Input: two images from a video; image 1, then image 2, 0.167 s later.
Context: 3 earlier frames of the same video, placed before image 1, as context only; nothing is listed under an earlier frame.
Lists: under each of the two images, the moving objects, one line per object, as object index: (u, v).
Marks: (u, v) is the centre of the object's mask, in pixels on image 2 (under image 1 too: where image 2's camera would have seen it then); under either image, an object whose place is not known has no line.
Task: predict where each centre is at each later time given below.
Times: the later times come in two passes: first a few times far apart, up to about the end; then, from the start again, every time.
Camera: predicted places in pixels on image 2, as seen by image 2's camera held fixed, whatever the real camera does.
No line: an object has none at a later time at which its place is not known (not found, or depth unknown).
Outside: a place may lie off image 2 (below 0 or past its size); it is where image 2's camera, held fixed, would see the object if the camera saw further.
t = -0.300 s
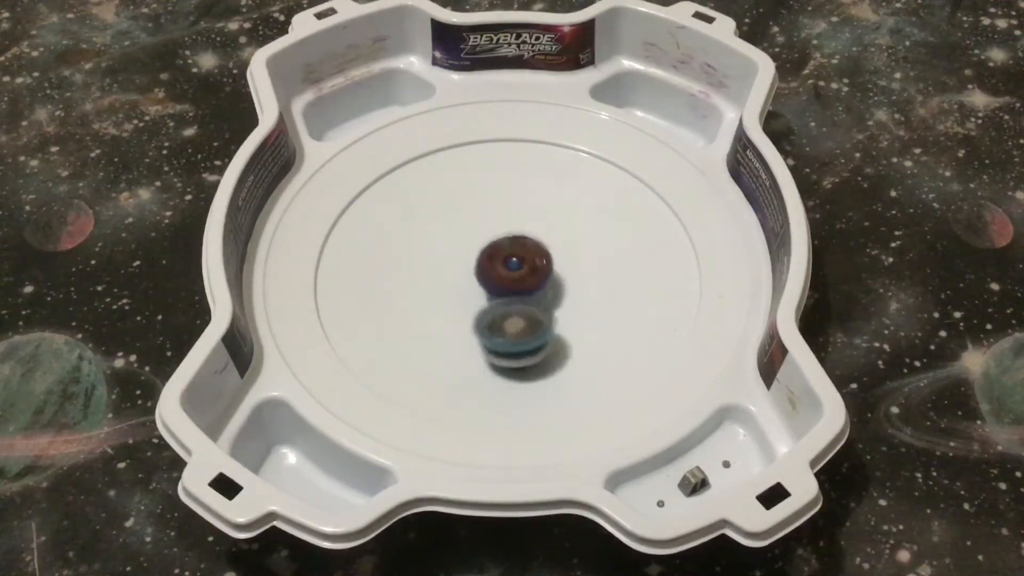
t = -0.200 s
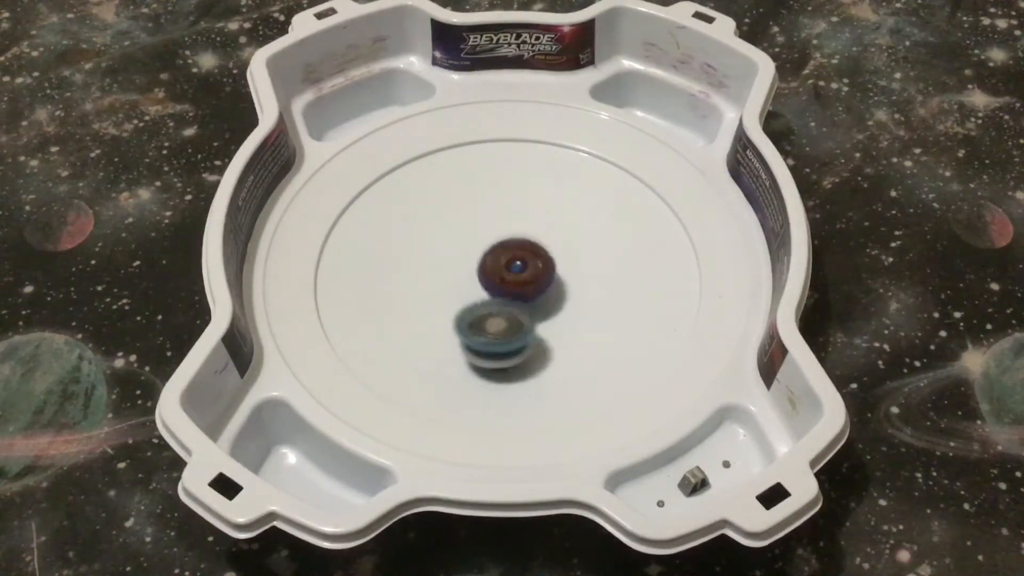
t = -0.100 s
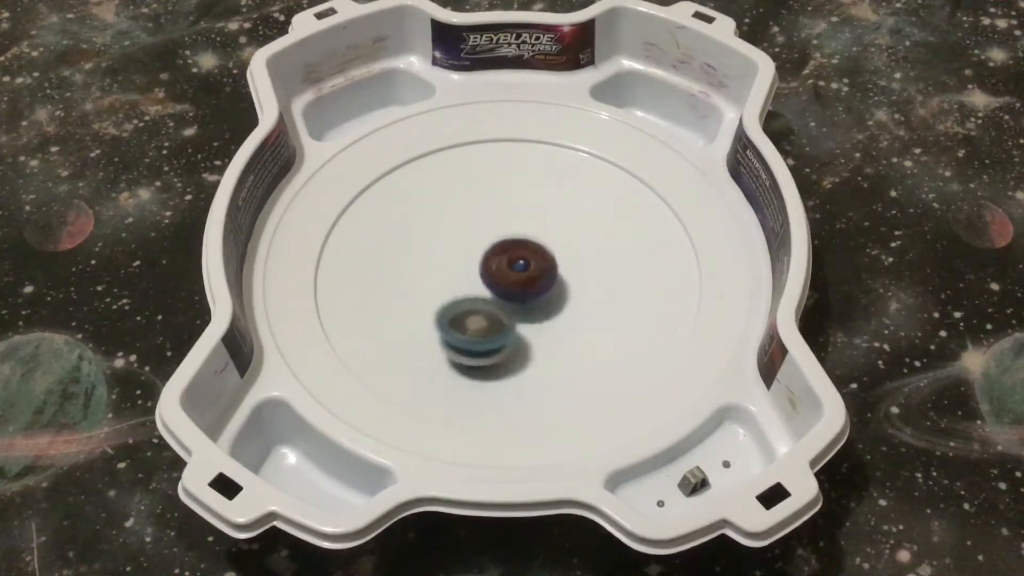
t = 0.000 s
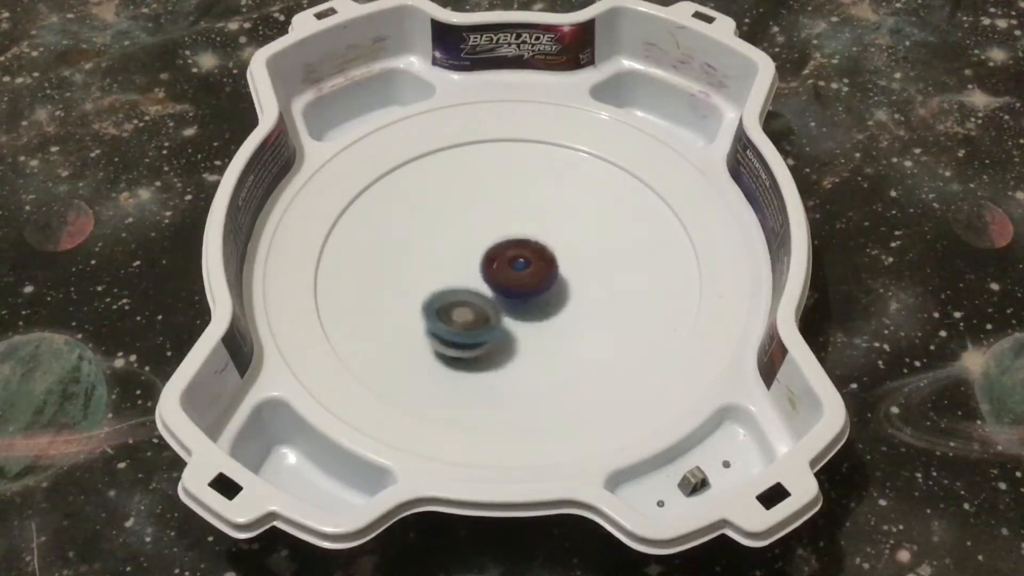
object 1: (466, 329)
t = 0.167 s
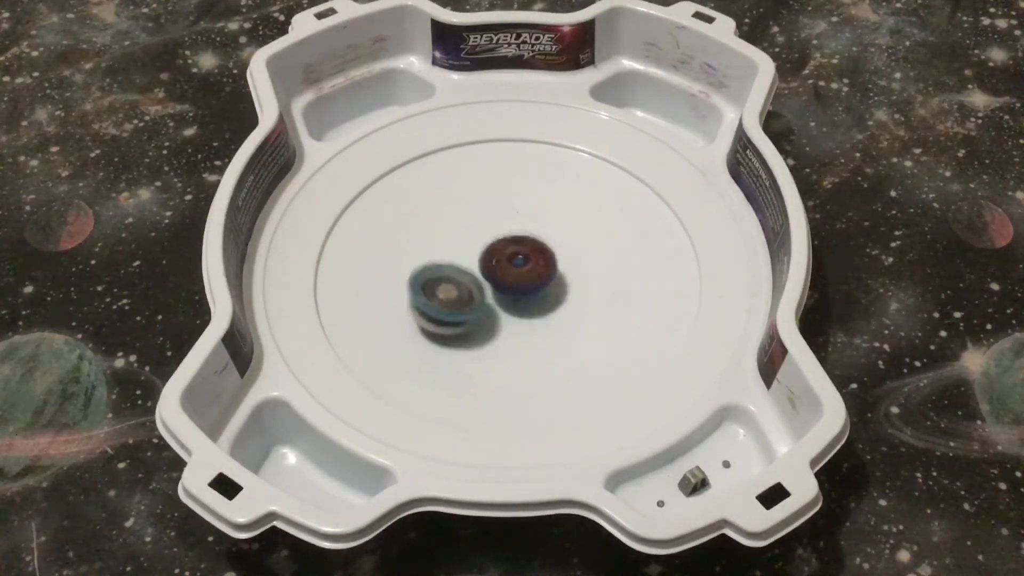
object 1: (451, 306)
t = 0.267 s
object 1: (441, 288)
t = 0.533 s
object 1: (443, 243)
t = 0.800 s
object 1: (471, 208)
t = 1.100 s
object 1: (527, 210)
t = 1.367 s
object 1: (576, 242)
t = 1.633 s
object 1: (593, 279)
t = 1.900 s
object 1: (564, 311)
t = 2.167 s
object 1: (512, 328)
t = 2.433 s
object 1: (464, 308)
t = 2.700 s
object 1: (415, 272)
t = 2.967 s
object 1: (438, 244)
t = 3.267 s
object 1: (509, 209)
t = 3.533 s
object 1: (553, 198)
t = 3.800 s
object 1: (573, 247)
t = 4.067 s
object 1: (568, 300)
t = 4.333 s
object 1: (522, 332)
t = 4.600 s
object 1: (484, 339)
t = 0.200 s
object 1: (448, 300)
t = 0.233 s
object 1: (444, 294)
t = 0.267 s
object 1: (441, 288)
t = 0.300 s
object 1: (439, 282)
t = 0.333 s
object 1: (439, 277)
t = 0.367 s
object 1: (438, 271)
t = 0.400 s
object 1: (438, 265)
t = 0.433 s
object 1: (439, 259)
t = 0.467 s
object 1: (440, 254)
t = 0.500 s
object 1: (441, 248)
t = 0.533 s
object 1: (443, 243)
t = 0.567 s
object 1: (445, 238)
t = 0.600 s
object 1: (448, 234)
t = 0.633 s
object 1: (451, 229)
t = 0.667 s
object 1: (454, 223)
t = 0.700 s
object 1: (457, 218)
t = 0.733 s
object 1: (461, 214)
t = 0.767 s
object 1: (465, 211)
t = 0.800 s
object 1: (471, 208)
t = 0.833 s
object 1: (476, 206)
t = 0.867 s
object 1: (481, 205)
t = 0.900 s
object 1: (486, 204)
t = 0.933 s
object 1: (492, 204)
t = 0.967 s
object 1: (499, 204)
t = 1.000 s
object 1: (505, 205)
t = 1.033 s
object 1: (512, 206)
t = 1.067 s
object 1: (516, 205)
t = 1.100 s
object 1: (527, 210)
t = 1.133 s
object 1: (534, 212)
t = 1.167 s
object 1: (541, 216)
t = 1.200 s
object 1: (543, 217)
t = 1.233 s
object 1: (549, 220)
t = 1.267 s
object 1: (556, 225)
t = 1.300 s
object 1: (562, 228)
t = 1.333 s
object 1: (568, 233)
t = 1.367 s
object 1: (576, 242)
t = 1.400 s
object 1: (581, 246)
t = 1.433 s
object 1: (585, 251)
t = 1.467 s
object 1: (588, 256)
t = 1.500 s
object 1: (590, 260)
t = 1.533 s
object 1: (592, 265)
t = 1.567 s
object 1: (593, 269)
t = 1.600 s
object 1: (593, 274)
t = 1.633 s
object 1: (593, 279)
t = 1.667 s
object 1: (592, 284)
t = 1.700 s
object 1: (590, 289)
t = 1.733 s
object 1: (588, 293)
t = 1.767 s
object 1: (584, 298)
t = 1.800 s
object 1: (581, 301)
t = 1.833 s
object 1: (575, 305)
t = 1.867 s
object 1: (570, 308)
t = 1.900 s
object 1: (564, 311)
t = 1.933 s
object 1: (558, 315)
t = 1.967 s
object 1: (552, 319)
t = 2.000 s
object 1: (546, 322)
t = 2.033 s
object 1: (540, 324)
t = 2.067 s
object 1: (533, 326)
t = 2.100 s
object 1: (526, 328)
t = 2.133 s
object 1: (519, 329)
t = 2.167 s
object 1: (512, 328)
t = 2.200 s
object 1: (505, 328)
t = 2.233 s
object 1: (498, 327)
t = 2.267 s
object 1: (492, 325)
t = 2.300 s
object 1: (485, 323)
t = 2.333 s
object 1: (479, 320)
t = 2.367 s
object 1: (474, 316)
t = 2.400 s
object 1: (468, 313)
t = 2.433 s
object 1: (464, 308)
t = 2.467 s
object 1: (460, 304)
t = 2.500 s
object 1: (456, 299)
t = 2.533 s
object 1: (453, 293)
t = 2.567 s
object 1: (442, 289)
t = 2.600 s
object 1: (429, 285)
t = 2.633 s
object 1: (421, 280)
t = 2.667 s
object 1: (417, 275)
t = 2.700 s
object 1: (415, 272)
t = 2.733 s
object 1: (415, 268)
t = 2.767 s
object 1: (416, 265)
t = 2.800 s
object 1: (417, 261)
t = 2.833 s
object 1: (420, 257)
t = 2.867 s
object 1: (423, 254)
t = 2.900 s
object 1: (427, 250)
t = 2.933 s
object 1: (432, 247)
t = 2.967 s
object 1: (438, 244)
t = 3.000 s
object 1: (445, 242)
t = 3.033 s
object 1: (452, 240)
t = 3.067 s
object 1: (459, 237)
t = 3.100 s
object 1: (466, 235)
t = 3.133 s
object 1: (473, 231)
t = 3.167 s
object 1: (480, 227)
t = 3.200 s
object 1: (488, 222)
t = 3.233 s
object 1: (498, 217)
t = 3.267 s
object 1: (509, 209)
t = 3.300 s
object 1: (517, 201)
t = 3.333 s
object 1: (525, 195)
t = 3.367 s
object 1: (531, 192)
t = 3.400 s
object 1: (536, 191)
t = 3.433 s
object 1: (541, 192)
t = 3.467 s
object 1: (546, 193)
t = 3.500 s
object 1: (549, 195)
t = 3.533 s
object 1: (553, 198)
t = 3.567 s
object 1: (556, 202)
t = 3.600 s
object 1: (559, 207)
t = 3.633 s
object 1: (562, 212)
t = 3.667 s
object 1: (564, 219)
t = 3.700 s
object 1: (567, 225)
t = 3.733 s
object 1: (570, 232)
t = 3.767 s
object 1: (572, 239)
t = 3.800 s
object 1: (573, 247)
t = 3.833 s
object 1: (575, 254)
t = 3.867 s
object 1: (578, 261)
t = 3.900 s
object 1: (579, 268)
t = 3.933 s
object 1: (580, 276)
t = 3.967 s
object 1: (580, 283)
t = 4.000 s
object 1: (578, 290)
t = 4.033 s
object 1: (572, 293)
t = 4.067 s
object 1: (568, 300)
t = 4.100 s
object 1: (563, 306)
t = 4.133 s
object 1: (558, 311)
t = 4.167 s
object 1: (552, 315)
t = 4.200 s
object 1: (548, 320)
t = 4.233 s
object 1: (541, 324)
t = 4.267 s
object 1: (534, 326)
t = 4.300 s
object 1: (528, 329)
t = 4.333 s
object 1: (522, 332)
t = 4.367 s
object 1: (514, 333)
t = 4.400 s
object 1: (509, 335)
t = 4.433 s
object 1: (508, 342)
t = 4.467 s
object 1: (497, 337)
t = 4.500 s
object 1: (492, 337)
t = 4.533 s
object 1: (488, 339)
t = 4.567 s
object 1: (486, 338)
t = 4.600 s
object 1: (484, 339)
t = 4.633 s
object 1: (480, 339)
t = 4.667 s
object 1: (474, 340)
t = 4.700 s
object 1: (472, 339)
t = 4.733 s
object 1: (471, 339)
